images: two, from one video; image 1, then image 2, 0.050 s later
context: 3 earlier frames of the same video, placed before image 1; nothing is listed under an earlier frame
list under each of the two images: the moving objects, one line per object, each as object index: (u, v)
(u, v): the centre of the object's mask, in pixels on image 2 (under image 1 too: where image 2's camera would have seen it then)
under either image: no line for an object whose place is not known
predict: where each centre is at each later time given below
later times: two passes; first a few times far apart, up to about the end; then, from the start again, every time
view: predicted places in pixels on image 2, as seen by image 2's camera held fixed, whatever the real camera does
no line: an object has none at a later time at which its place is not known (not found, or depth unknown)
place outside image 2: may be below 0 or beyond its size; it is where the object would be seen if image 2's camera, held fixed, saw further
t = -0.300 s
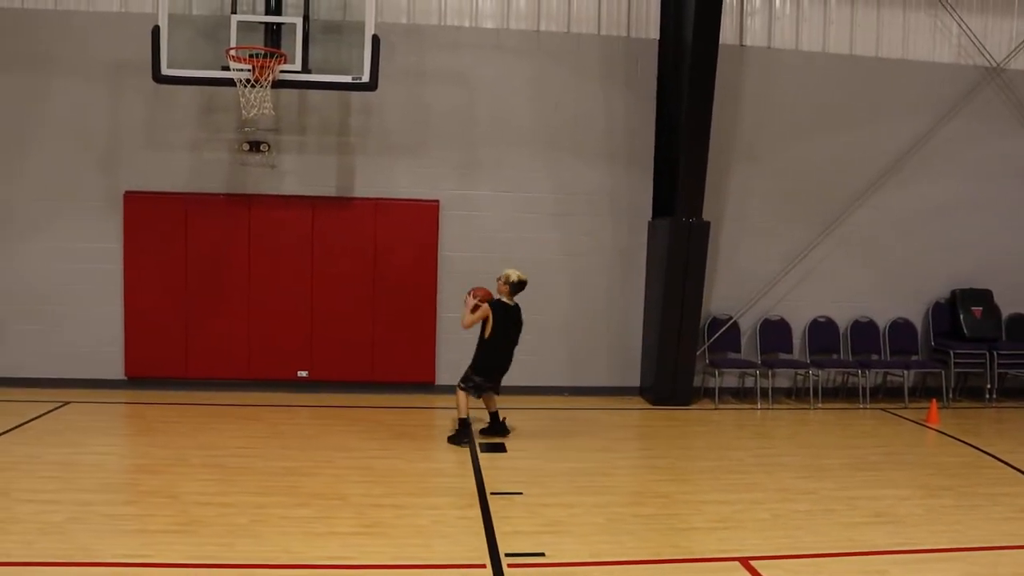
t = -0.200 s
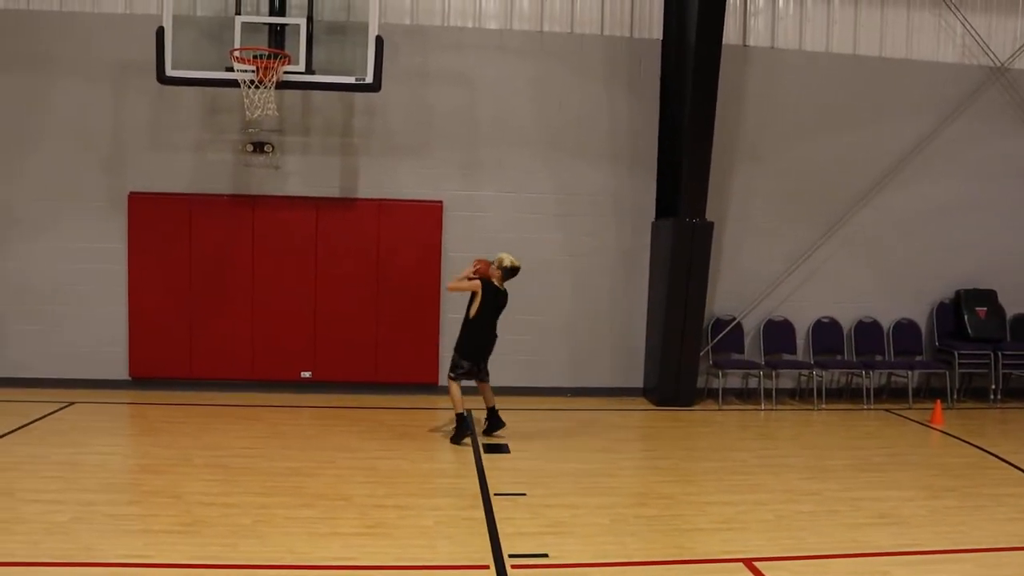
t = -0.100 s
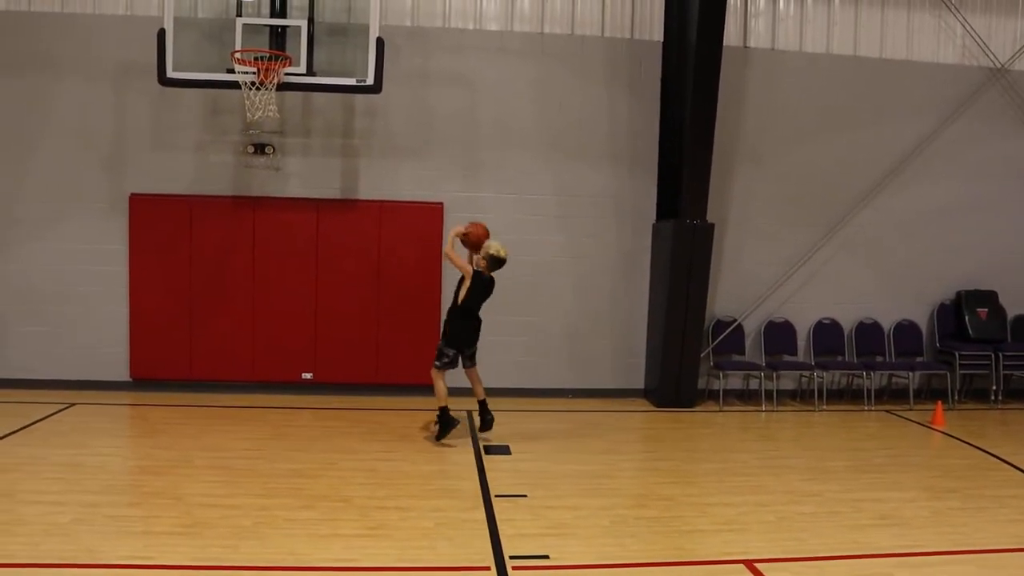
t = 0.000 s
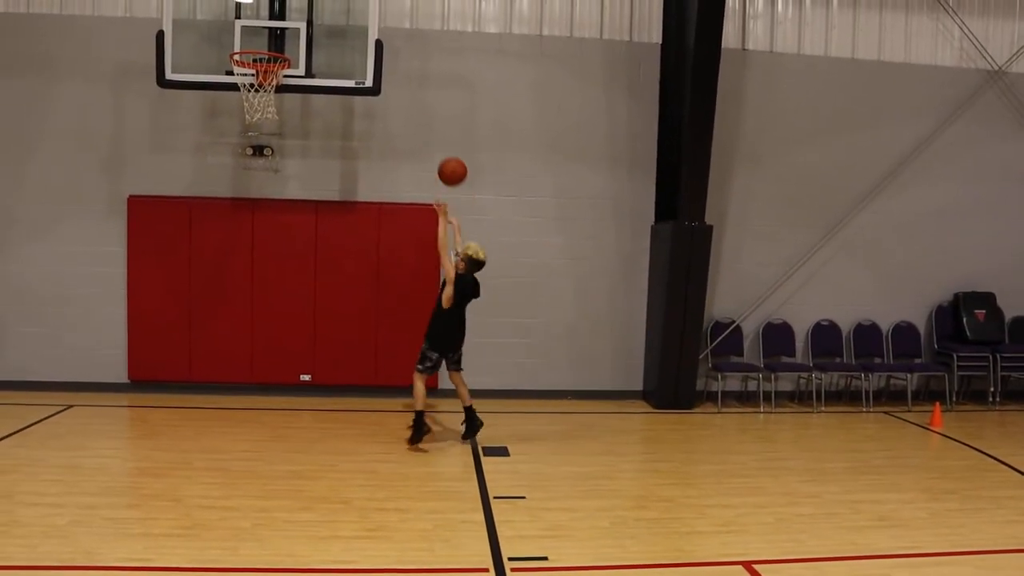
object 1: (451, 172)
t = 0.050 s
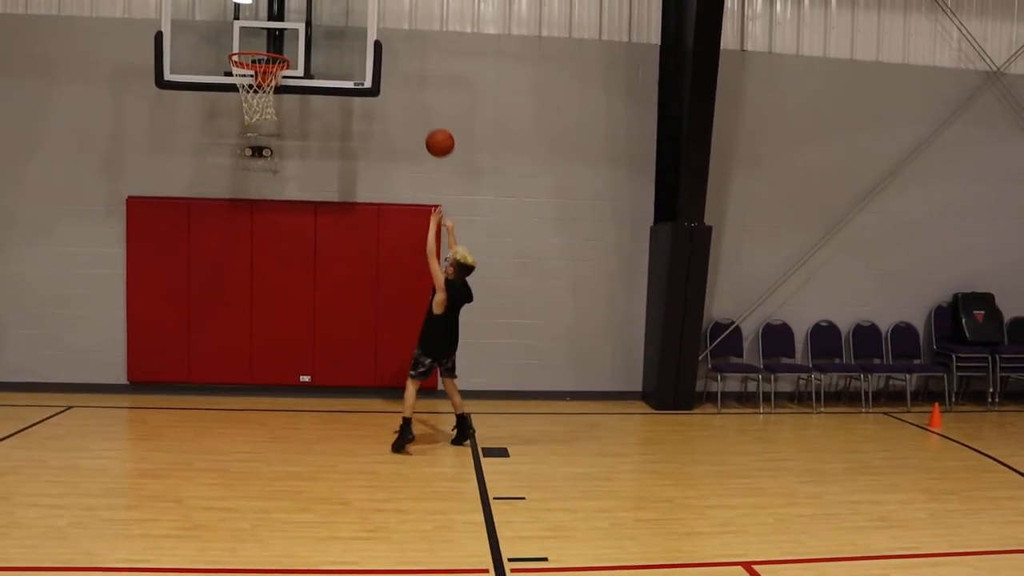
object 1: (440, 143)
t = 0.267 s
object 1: (391, 55)
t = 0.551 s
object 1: (338, 26)
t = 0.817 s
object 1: (294, 82)
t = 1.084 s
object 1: (244, 235)
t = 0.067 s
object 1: (436, 133)
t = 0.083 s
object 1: (432, 125)
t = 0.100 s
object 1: (428, 116)
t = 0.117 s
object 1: (424, 109)
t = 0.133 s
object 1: (420, 101)
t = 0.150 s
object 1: (417, 94)
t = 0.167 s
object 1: (413, 88)
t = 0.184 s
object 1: (409, 81)
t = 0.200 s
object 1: (405, 75)
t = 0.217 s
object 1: (402, 70)
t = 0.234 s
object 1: (398, 65)
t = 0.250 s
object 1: (395, 60)
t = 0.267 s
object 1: (391, 55)
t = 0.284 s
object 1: (388, 51)
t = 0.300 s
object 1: (384, 47)
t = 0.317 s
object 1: (380, 44)
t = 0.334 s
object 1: (376, 40)
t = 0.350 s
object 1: (372, 38)
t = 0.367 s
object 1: (369, 36)
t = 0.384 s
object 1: (366, 34)
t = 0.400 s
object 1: (362, 32)
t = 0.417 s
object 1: (359, 30)
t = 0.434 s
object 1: (356, 29)
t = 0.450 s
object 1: (354, 28)
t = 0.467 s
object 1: (351, 26)
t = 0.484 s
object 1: (349, 26)
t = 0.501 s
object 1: (346, 26)
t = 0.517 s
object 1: (344, 26)
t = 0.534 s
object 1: (341, 26)
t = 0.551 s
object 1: (338, 26)
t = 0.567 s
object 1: (336, 27)
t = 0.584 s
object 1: (333, 28)
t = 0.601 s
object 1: (331, 30)
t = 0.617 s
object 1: (328, 32)
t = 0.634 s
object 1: (326, 34)
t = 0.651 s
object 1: (323, 37)
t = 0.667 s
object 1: (320, 40)
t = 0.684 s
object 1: (317, 43)
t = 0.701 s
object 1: (314, 46)
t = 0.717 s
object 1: (312, 50)
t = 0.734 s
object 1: (309, 55)
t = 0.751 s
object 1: (306, 60)
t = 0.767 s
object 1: (303, 65)
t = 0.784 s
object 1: (300, 70)
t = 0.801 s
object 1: (297, 76)
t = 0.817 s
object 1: (294, 82)
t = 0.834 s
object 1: (291, 89)
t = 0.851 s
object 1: (288, 96)
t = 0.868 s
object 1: (285, 103)
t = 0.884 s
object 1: (282, 112)
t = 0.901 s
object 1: (279, 120)
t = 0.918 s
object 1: (276, 128)
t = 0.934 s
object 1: (273, 137)
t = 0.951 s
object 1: (270, 146)
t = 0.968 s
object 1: (267, 156)
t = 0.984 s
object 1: (263, 166)
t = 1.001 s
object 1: (261, 176)
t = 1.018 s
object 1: (257, 187)
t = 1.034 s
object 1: (254, 197)
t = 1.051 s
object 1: (252, 209)
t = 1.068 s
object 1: (249, 222)
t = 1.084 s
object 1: (244, 235)
